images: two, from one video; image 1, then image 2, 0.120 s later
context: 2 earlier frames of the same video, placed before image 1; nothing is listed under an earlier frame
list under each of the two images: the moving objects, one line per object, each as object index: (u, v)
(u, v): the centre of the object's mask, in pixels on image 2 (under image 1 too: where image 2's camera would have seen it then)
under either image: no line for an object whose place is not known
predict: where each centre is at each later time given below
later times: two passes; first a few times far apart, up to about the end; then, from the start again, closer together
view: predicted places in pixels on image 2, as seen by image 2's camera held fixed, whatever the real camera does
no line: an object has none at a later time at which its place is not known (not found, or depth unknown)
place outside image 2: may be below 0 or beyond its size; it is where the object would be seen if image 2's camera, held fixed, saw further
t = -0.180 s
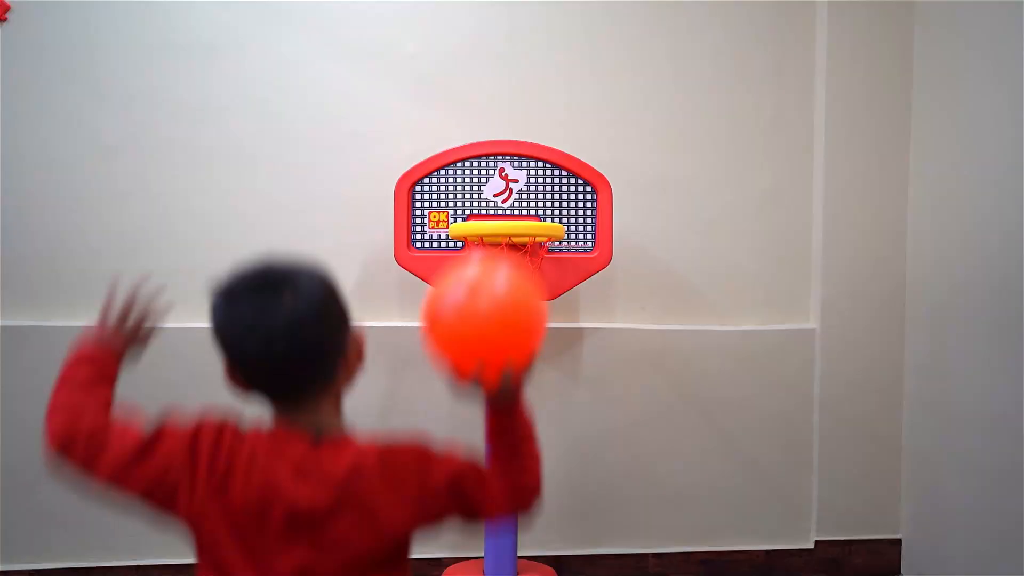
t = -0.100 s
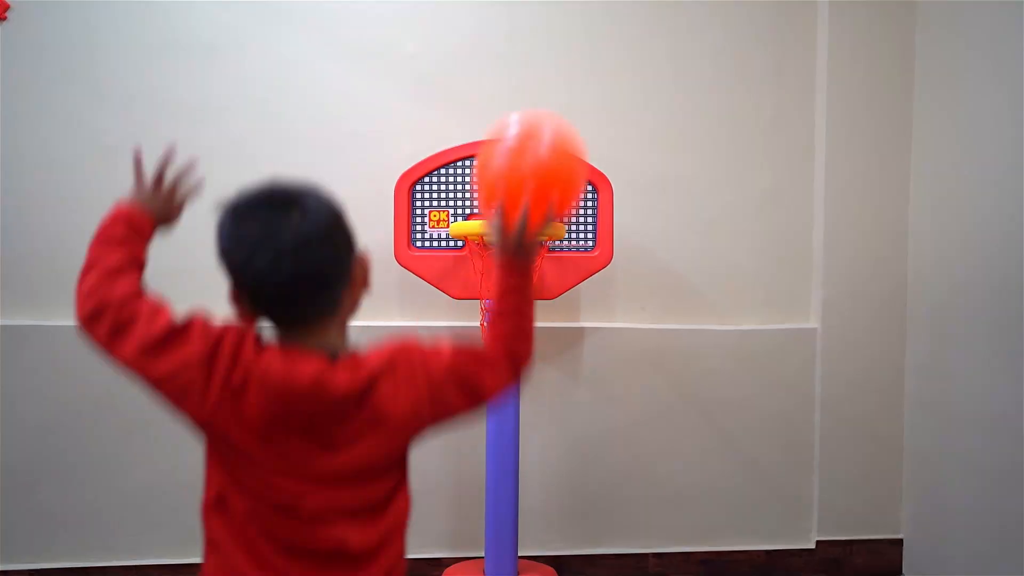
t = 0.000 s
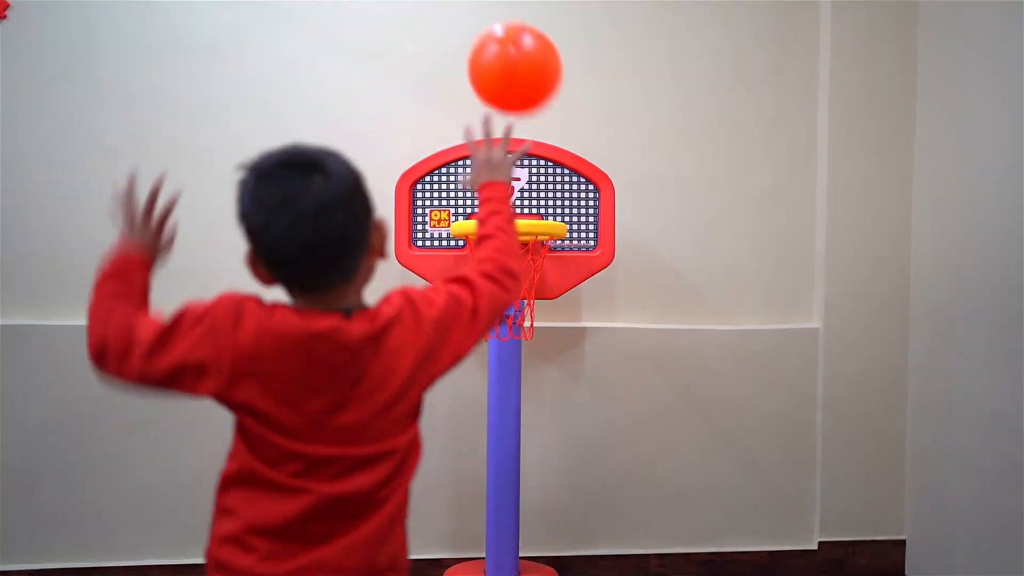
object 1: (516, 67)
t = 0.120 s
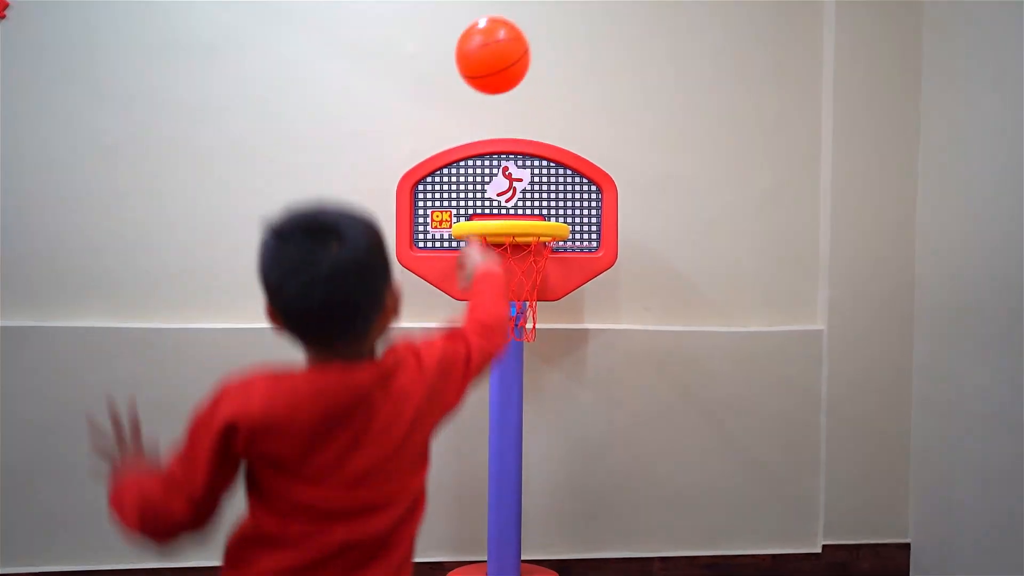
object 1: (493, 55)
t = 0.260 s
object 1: (472, 119)
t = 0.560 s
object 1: (496, 162)
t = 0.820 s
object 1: (541, 313)
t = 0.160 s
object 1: (486, 67)
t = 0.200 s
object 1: (480, 85)
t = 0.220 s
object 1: (477, 96)
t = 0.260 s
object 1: (472, 119)
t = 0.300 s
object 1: (468, 148)
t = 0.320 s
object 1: (466, 164)
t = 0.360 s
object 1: (462, 197)
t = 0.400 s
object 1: (470, 192)
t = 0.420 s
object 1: (474, 189)
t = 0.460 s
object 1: (482, 178)
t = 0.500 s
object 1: (487, 168)
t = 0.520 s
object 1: (490, 165)
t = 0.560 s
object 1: (496, 162)
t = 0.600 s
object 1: (502, 166)
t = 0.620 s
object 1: (505, 169)
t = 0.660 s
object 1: (512, 181)
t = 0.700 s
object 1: (519, 201)
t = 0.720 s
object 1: (523, 216)
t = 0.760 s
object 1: (530, 251)
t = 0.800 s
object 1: (537, 286)
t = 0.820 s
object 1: (541, 313)
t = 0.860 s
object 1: (550, 371)
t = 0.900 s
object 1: (559, 444)
